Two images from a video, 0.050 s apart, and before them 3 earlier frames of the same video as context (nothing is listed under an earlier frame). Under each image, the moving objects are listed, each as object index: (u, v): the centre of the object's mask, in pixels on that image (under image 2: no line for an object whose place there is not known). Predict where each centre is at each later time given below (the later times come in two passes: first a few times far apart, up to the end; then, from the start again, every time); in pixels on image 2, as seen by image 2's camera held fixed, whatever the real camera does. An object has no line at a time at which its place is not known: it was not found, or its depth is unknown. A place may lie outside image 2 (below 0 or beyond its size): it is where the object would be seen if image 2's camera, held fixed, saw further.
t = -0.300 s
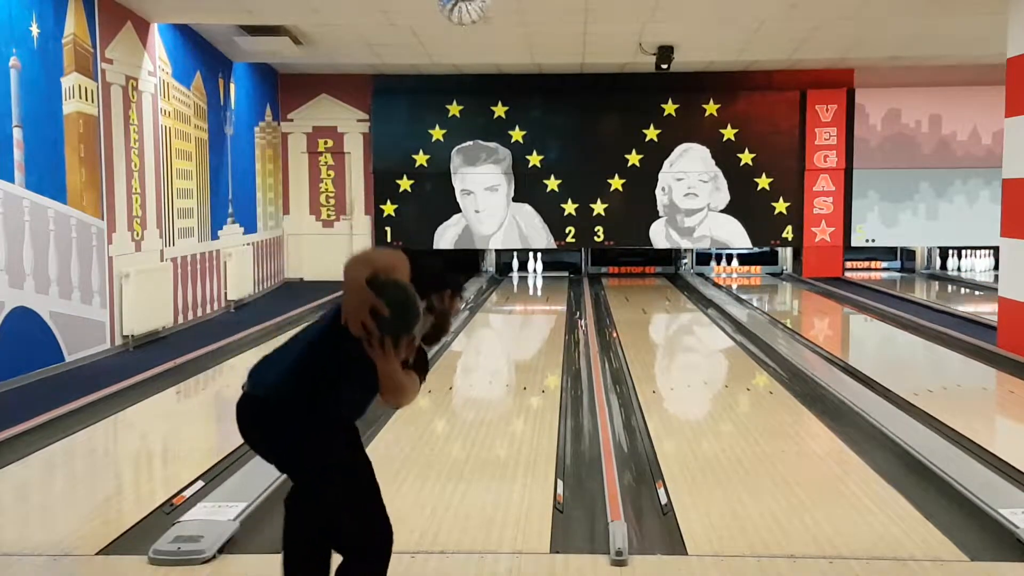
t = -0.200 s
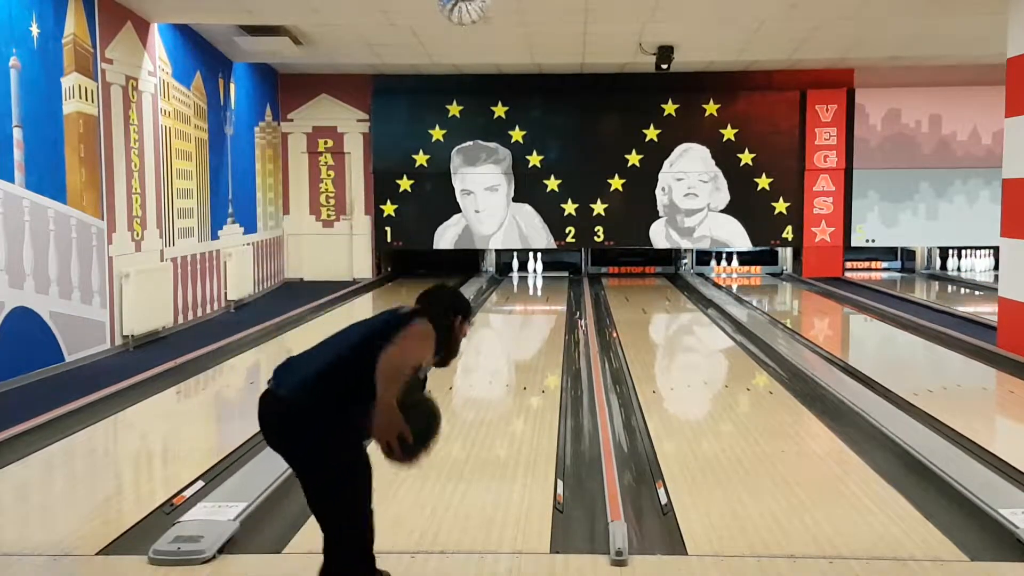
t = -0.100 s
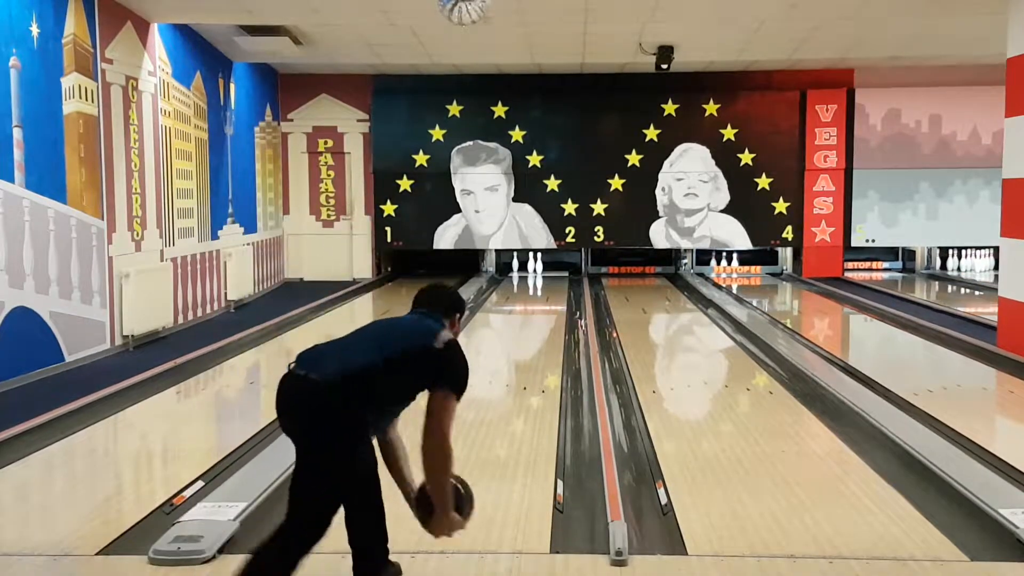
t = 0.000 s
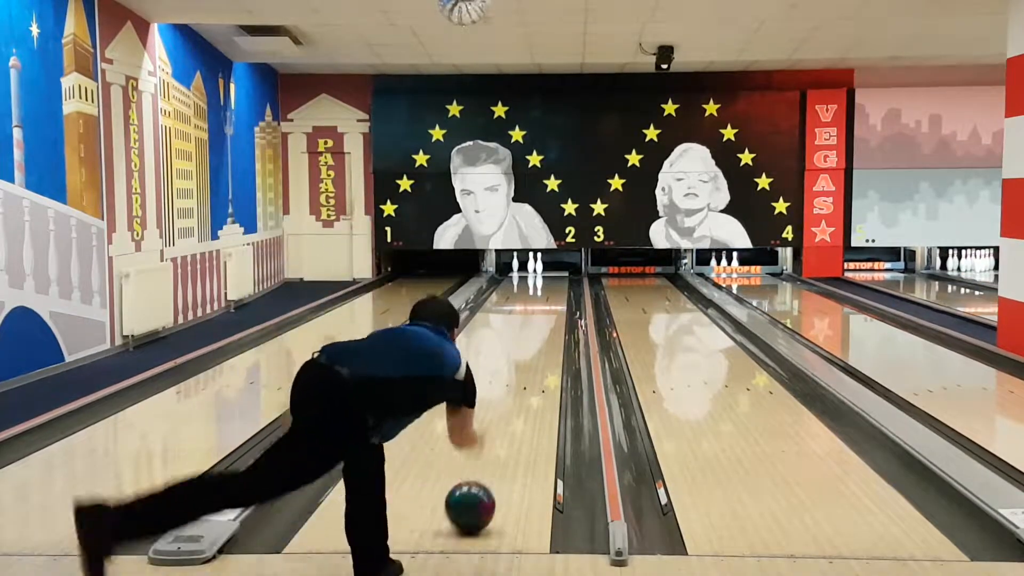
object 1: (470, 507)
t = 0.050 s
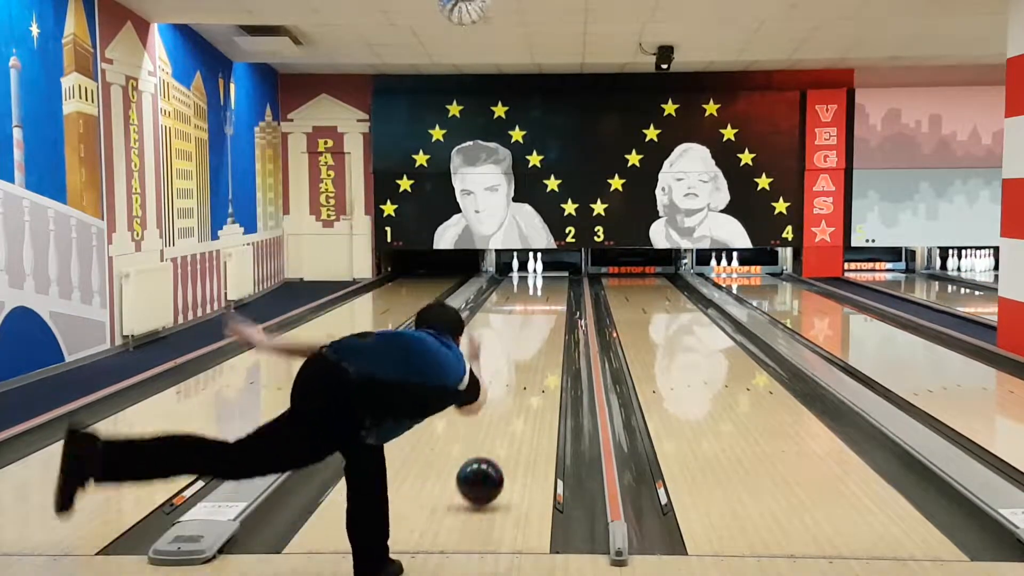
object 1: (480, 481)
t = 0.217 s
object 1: (505, 430)
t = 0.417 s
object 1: (524, 387)
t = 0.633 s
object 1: (537, 355)
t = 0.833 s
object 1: (544, 334)
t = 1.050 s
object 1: (549, 317)
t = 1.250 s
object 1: (552, 305)
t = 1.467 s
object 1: (552, 294)
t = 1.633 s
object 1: (552, 286)
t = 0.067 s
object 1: (483, 474)
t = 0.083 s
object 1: (486, 469)
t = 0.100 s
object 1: (488, 465)
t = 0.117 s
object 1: (491, 461)
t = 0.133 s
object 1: (494, 455)
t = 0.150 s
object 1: (496, 449)
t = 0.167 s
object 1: (498, 444)
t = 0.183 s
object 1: (501, 439)
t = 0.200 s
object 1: (503, 435)
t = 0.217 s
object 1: (505, 430)
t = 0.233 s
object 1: (507, 426)
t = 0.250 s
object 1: (508, 422)
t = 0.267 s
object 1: (510, 418)
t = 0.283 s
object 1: (512, 414)
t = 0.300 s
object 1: (514, 410)
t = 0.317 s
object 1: (515, 406)
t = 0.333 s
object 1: (517, 403)
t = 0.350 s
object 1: (518, 399)
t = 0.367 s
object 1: (520, 396)
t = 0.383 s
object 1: (521, 393)
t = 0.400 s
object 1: (522, 390)
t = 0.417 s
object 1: (524, 387)
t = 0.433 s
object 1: (525, 384)
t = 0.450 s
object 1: (526, 381)
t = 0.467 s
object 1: (527, 378)
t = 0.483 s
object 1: (528, 376)
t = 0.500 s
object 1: (529, 373)
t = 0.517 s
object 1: (531, 371)
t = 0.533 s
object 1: (531, 368)
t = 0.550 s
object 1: (533, 366)
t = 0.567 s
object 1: (533, 364)
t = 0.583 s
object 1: (534, 361)
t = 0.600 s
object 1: (535, 359)
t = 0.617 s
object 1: (536, 357)
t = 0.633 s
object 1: (537, 355)
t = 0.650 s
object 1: (538, 353)
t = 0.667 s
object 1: (538, 351)
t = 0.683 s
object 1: (539, 349)
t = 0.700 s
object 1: (540, 348)
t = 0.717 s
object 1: (541, 346)
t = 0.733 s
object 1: (541, 344)
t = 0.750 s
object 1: (542, 342)
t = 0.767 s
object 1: (542, 341)
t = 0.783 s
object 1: (543, 339)
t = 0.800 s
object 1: (543, 337)
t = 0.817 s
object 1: (544, 336)
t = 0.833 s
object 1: (544, 334)
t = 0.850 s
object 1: (545, 333)
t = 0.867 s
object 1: (546, 331)
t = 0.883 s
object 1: (546, 330)
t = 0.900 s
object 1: (546, 328)
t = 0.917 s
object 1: (547, 327)
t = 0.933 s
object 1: (547, 326)
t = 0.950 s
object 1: (547, 324)
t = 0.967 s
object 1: (548, 323)
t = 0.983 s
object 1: (548, 322)
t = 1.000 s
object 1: (548, 321)
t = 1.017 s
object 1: (549, 319)
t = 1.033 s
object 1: (549, 318)
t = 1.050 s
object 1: (549, 317)
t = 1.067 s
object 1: (549, 316)
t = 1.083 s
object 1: (550, 315)
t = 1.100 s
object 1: (550, 314)
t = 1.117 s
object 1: (550, 313)
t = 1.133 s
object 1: (550, 311)
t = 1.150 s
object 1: (551, 310)
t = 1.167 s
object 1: (551, 309)
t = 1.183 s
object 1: (551, 308)
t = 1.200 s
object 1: (551, 307)
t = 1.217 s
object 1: (551, 306)
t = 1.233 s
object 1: (552, 306)
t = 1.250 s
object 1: (552, 305)
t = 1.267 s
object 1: (552, 304)
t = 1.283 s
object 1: (552, 303)
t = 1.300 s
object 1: (552, 302)
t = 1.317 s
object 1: (552, 301)
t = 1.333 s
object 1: (552, 300)
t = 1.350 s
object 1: (552, 299)
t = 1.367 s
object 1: (552, 298)
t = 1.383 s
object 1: (552, 298)
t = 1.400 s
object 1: (552, 297)
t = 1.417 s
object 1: (553, 296)
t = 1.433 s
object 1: (553, 295)
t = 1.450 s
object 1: (553, 295)
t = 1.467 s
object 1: (552, 294)
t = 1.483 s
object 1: (553, 293)
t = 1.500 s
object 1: (553, 293)
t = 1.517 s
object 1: (553, 292)
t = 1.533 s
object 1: (553, 291)
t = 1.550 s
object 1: (552, 290)
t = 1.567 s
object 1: (552, 289)
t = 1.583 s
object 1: (553, 289)
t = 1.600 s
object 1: (552, 289)
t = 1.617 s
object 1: (552, 288)
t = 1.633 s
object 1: (552, 286)
